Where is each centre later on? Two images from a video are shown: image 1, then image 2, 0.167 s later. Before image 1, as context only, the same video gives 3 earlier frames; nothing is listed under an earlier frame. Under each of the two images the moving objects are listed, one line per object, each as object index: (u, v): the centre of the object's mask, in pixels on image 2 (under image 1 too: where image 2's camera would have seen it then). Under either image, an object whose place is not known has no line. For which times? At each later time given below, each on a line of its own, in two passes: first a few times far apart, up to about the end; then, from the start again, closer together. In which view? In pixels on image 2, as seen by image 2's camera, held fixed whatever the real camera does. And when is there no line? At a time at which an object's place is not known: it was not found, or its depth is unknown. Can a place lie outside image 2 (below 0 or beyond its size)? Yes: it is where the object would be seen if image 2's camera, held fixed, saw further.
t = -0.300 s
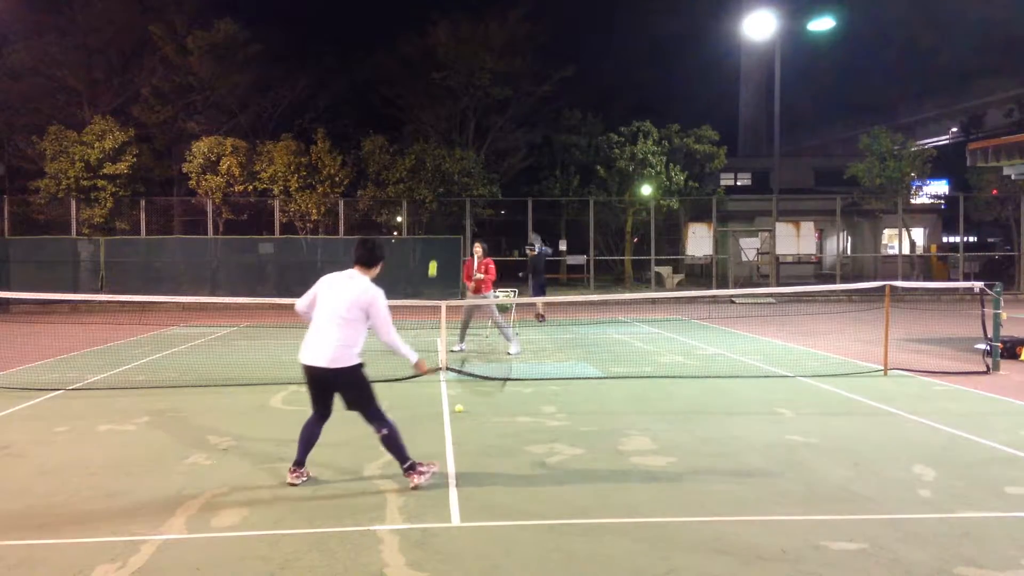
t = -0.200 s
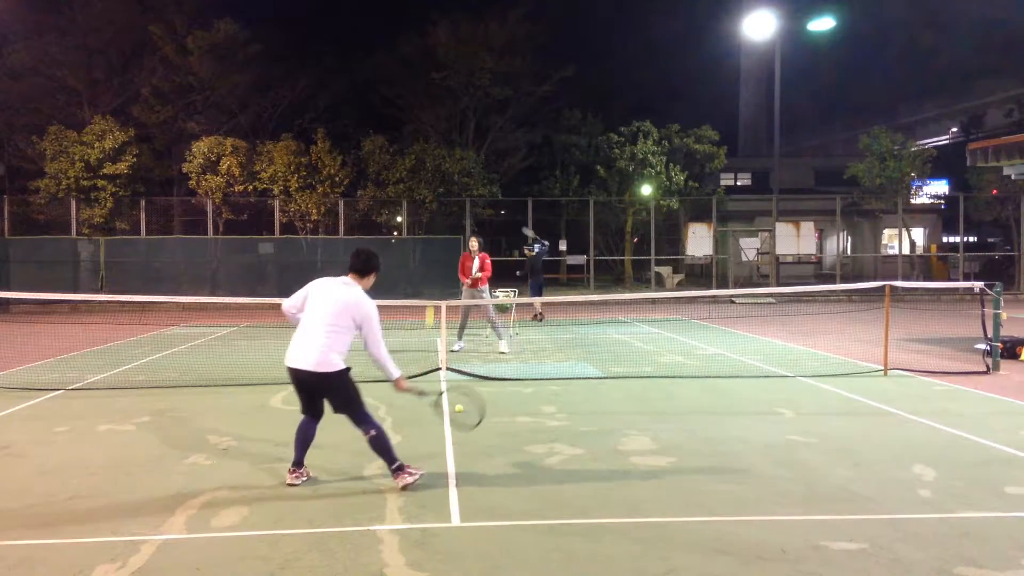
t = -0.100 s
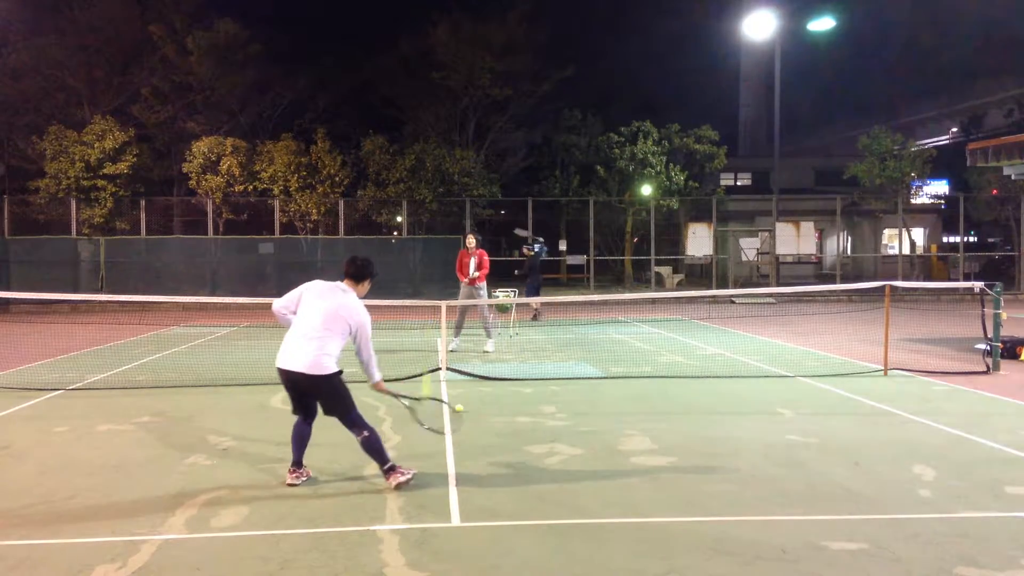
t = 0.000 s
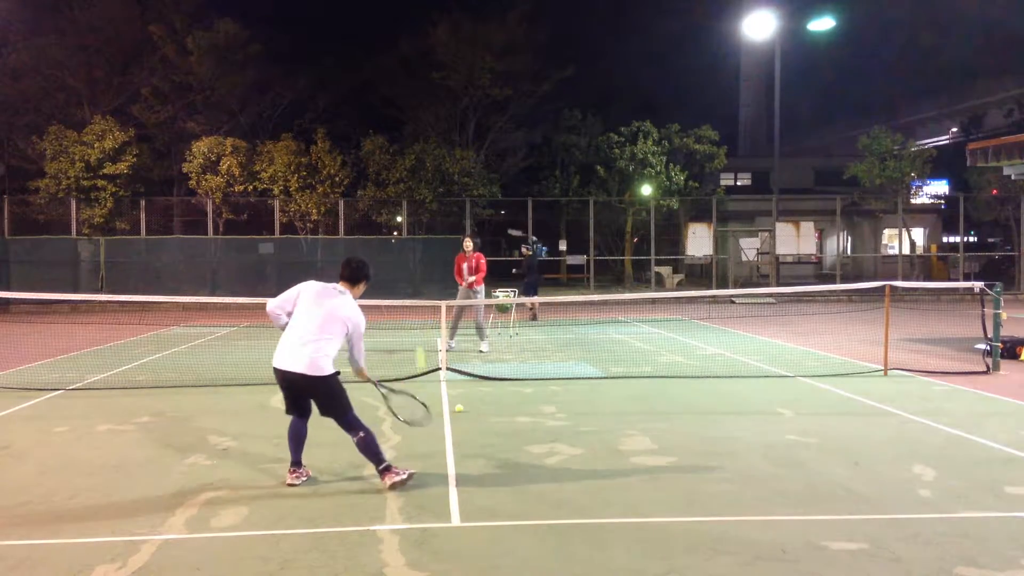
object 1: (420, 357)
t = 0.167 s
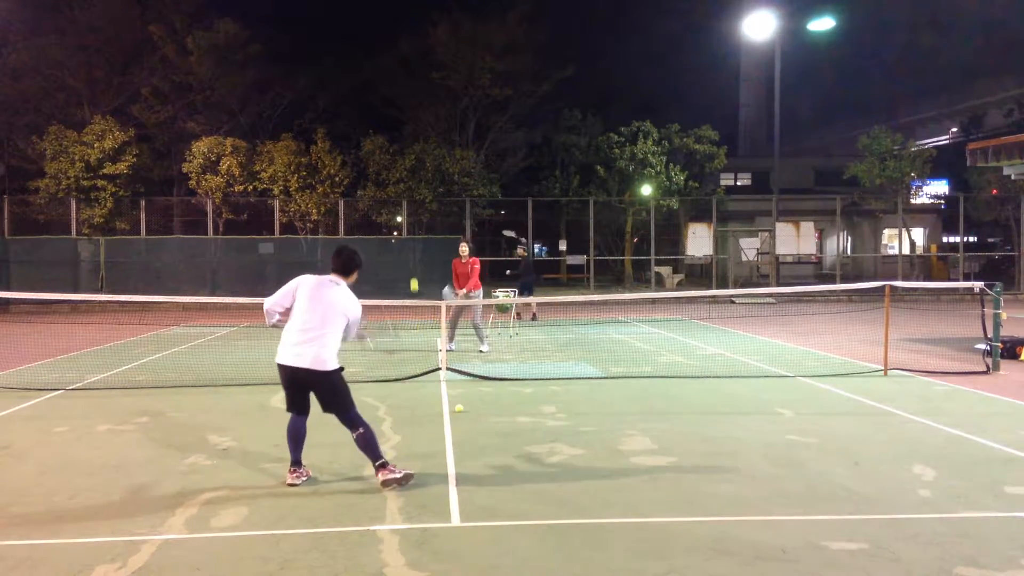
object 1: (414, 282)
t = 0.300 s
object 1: (411, 259)
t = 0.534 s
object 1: (410, 260)
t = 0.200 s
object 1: (413, 274)
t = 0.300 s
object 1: (411, 259)
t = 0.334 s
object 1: (411, 256)
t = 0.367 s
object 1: (411, 255)
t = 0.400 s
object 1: (410, 254)
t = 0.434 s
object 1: (410, 254)
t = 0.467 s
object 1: (410, 256)
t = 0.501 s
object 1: (410, 258)
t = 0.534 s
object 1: (410, 260)
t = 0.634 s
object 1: (410, 273)
